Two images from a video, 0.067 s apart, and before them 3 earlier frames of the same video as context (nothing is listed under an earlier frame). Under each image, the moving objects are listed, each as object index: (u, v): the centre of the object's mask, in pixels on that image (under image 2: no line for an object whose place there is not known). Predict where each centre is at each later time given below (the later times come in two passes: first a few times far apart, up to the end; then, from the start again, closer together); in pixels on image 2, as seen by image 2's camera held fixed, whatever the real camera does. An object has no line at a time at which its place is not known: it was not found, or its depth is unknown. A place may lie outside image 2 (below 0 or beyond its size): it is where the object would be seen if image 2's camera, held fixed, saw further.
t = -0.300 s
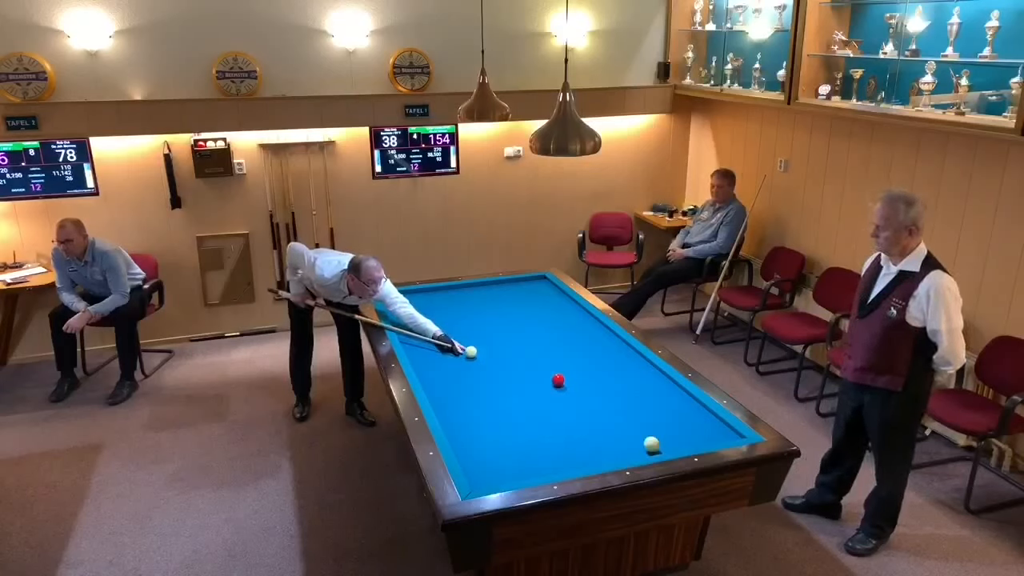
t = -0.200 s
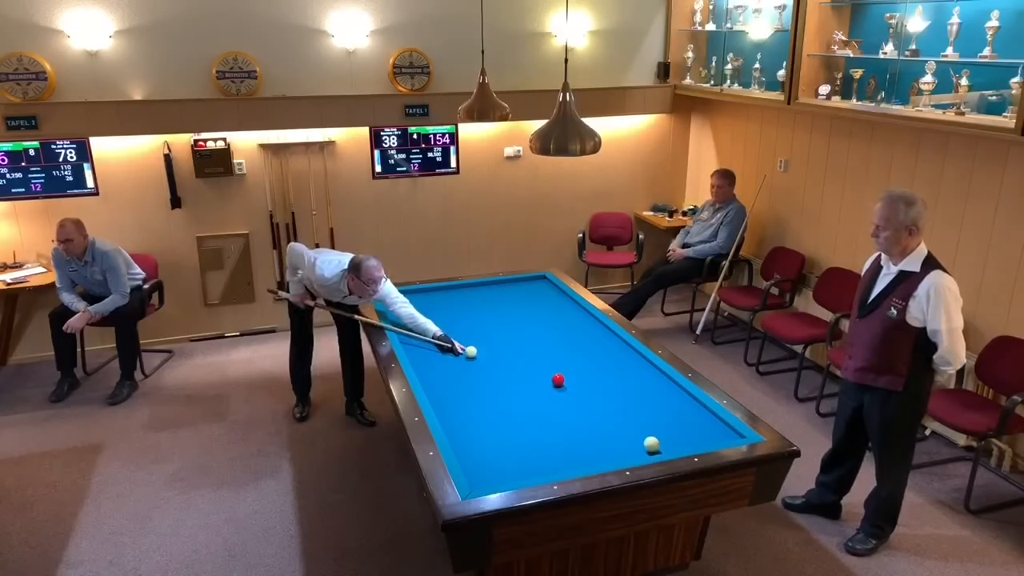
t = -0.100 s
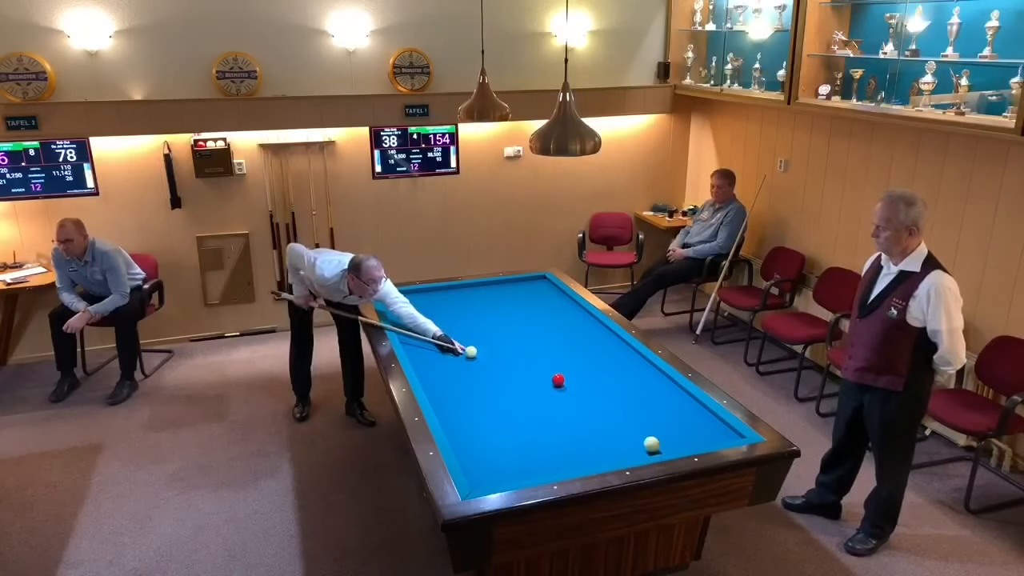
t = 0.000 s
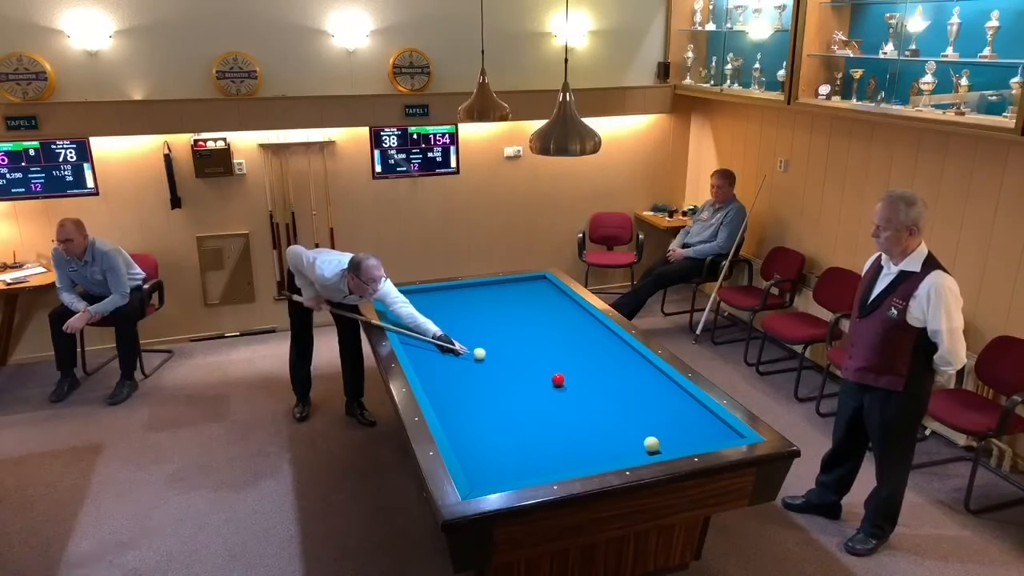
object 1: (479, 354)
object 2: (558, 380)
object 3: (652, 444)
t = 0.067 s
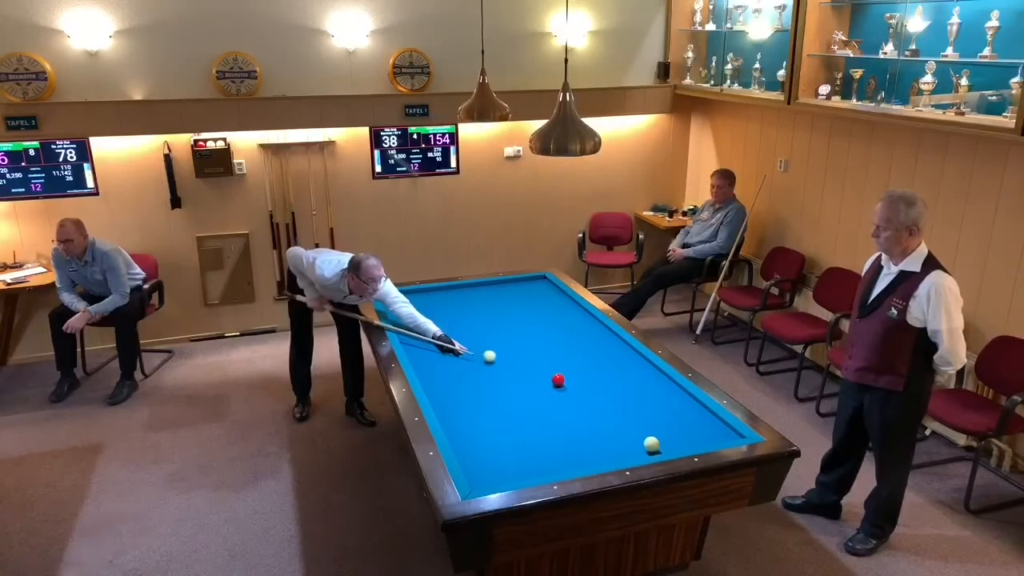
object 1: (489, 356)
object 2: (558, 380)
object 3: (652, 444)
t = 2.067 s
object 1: (674, 443)
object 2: (555, 400)
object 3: (651, 444)
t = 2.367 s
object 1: (663, 446)
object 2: (554, 403)
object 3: (638, 442)
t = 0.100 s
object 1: (494, 357)
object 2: (558, 380)
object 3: (652, 444)
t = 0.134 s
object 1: (499, 359)
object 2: (558, 380)
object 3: (652, 444)
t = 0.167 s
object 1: (504, 360)
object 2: (558, 380)
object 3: (652, 444)
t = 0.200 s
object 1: (509, 361)
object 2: (558, 380)
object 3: (651, 444)
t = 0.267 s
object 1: (519, 364)
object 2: (558, 380)
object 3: (651, 444)
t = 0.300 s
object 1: (523, 365)
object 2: (558, 380)
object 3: (651, 444)
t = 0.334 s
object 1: (528, 366)
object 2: (558, 380)
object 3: (651, 444)
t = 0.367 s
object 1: (533, 368)
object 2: (558, 380)
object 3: (651, 444)
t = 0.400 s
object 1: (538, 369)
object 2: (558, 380)
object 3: (651, 444)
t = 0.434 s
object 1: (543, 370)
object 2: (558, 380)
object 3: (651, 444)
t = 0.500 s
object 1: (553, 372)
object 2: (558, 381)
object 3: (651, 444)
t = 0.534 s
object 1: (559, 372)
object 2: (558, 380)
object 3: (651, 444)
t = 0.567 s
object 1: (565, 374)
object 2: (558, 381)
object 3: (651, 444)
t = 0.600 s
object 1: (570, 376)
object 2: (558, 381)
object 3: (651, 444)
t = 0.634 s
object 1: (575, 376)
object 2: (558, 381)
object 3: (651, 444)
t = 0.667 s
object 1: (581, 377)
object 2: (558, 382)
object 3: (651, 444)
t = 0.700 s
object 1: (586, 378)
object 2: (558, 382)
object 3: (651, 444)
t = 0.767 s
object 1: (597, 380)
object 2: (558, 383)
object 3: (651, 444)
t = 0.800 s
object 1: (603, 381)
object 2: (557, 384)
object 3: (651, 444)
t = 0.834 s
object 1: (608, 381)
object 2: (557, 385)
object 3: (651, 444)
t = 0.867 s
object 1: (613, 382)
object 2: (557, 385)
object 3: (651, 444)
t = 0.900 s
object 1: (619, 383)
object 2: (557, 385)
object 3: (651, 444)
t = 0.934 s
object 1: (624, 384)
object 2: (557, 386)
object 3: (651, 444)
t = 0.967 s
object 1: (630, 385)
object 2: (557, 386)
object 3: (652, 444)
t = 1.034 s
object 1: (641, 386)
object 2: (557, 387)
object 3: (652, 444)
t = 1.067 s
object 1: (646, 387)
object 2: (556, 388)
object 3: (652, 445)
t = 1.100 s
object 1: (652, 388)
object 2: (556, 388)
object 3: (652, 444)
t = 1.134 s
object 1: (658, 389)
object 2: (556, 389)
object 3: (652, 444)
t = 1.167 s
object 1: (663, 390)
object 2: (556, 389)
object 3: (651, 444)
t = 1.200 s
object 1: (669, 391)
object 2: (556, 390)
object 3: (652, 444)
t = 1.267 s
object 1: (680, 392)
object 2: (556, 391)
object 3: (651, 444)
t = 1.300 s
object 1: (683, 394)
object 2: (556, 391)
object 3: (651, 444)
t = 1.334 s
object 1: (683, 396)
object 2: (556, 391)
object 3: (651, 444)
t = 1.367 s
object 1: (682, 398)
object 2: (556, 392)
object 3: (651, 444)
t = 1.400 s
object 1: (682, 400)
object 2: (556, 392)
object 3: (651, 444)
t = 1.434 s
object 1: (682, 402)
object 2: (556, 393)
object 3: (651, 444)
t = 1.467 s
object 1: (681, 404)
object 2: (556, 393)
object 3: (651, 444)
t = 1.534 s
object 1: (680, 408)
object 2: (556, 394)
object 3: (651, 444)
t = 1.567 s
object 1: (680, 411)
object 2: (556, 395)
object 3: (651, 444)
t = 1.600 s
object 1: (680, 413)
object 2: (556, 395)
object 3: (651, 444)
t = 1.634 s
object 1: (679, 415)
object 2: (555, 395)
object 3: (651, 444)
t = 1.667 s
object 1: (679, 417)
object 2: (555, 396)
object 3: (651, 444)
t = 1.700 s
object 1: (678, 419)
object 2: (555, 396)
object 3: (651, 444)
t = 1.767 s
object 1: (678, 423)
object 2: (555, 397)
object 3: (651, 444)
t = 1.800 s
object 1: (677, 426)
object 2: (555, 397)
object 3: (651, 444)
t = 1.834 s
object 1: (677, 428)
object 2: (555, 397)
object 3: (651, 444)
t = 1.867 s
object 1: (677, 430)
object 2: (555, 398)
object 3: (651, 444)
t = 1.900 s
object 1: (676, 432)
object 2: (554, 398)
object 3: (651, 444)
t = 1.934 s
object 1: (676, 435)
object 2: (555, 399)
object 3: (652, 444)
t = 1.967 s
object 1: (676, 437)
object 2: (555, 399)
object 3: (651, 444)
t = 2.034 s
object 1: (675, 441)
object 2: (555, 400)
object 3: (651, 444)
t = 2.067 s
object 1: (674, 443)
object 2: (555, 400)
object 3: (651, 444)
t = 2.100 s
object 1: (673, 445)
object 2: (554, 400)
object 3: (651, 444)
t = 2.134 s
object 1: (673, 447)
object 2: (554, 401)
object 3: (651, 444)
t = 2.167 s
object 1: (669, 446)
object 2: (554, 401)
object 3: (651, 444)
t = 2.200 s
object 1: (667, 446)
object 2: (554, 402)
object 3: (650, 444)
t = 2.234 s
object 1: (666, 446)
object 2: (554, 402)
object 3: (647, 444)
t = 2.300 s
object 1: (665, 446)
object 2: (554, 402)
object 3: (642, 443)
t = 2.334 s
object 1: (664, 446)
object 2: (554, 403)
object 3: (640, 443)
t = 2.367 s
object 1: (663, 446)
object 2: (554, 403)
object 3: (638, 442)
